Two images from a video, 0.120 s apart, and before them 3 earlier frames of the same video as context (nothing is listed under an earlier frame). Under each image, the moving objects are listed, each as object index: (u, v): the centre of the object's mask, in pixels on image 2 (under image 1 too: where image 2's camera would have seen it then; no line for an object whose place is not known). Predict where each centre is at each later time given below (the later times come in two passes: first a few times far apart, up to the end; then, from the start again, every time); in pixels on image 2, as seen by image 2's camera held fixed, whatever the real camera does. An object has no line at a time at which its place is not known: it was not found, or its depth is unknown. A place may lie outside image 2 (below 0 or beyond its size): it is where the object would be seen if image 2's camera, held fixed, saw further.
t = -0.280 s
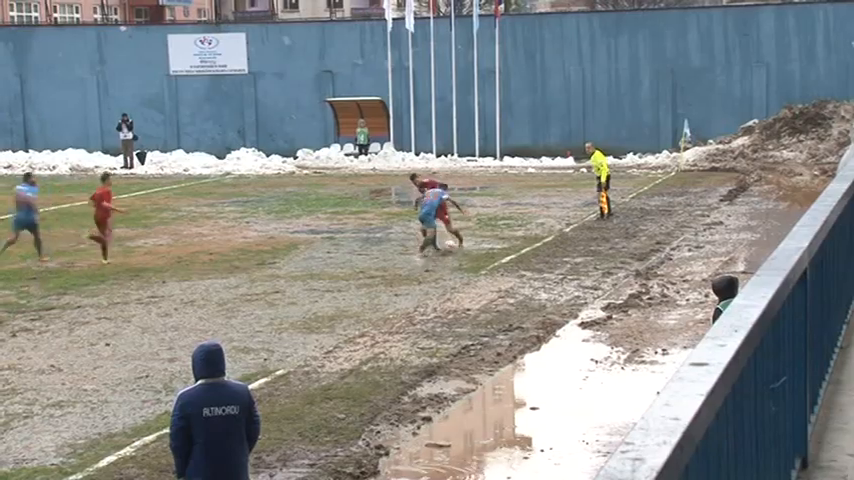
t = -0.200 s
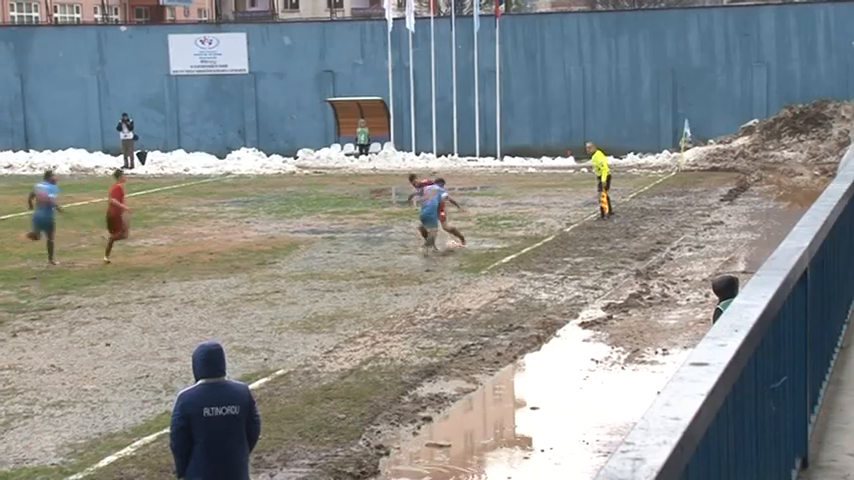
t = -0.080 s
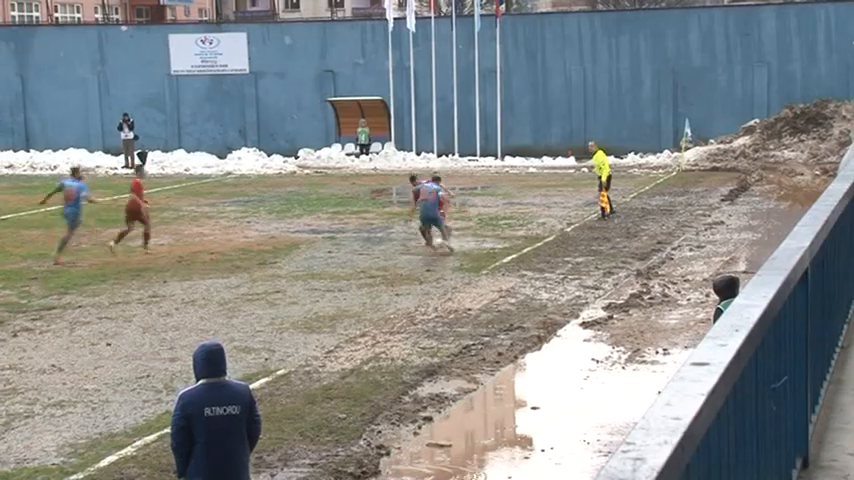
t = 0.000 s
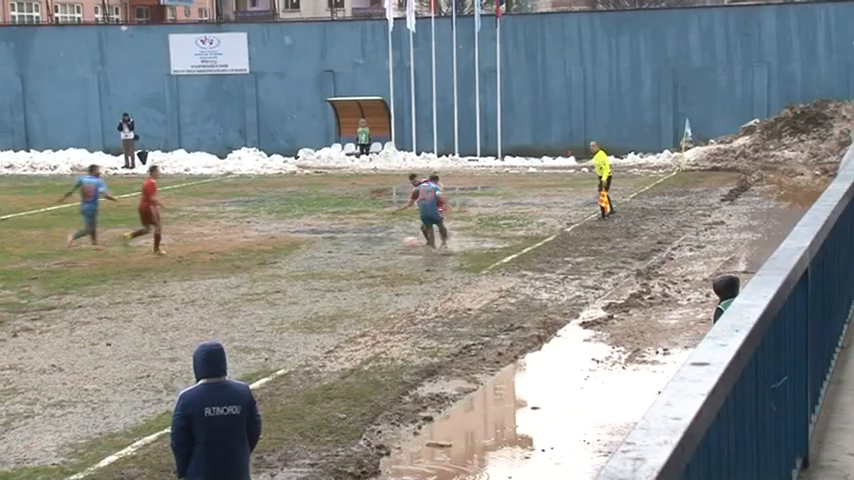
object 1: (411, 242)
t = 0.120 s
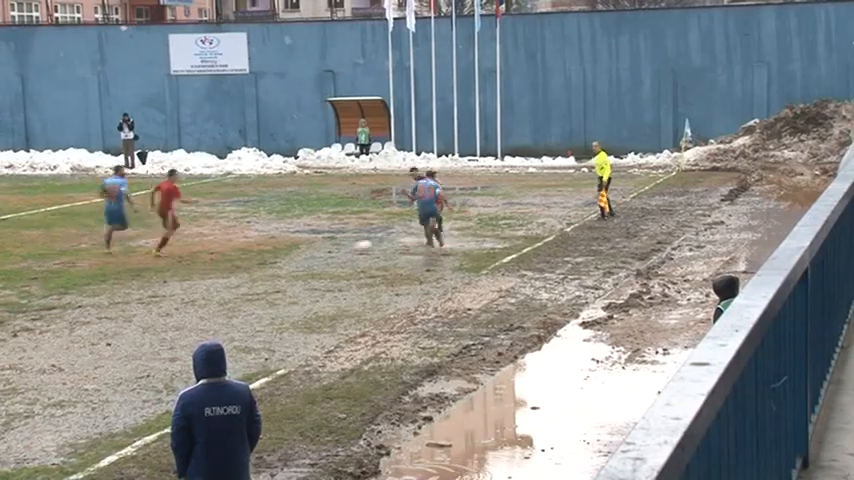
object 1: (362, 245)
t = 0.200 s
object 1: (332, 251)
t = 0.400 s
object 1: (248, 275)
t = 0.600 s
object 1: (166, 289)
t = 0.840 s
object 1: (83, 302)
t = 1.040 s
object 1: (36, 309)
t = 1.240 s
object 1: (1, 314)
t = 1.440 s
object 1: (-29, 319)
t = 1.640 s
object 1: (-55, 324)
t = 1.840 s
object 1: (-79, 328)
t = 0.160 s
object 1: (347, 248)
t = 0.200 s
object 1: (332, 251)
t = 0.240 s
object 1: (315, 257)
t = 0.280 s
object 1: (298, 264)
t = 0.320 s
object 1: (280, 271)
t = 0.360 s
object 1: (265, 275)
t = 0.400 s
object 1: (248, 275)
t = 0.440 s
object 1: (232, 277)
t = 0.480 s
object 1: (215, 280)
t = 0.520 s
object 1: (199, 285)
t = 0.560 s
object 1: (182, 287)
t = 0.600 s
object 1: (166, 289)
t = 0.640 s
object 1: (152, 292)
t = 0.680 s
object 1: (137, 292)
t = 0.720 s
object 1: (123, 295)
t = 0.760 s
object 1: (109, 298)
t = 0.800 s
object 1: (97, 300)
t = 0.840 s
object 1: (83, 302)
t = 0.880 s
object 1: (71, 304)
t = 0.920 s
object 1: (61, 305)
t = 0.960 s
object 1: (50, 307)
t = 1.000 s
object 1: (42, 308)
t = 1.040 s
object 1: (36, 309)
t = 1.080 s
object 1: (27, 309)
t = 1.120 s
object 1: (20, 312)
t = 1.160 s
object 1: (13, 312)
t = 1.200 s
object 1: (7, 313)
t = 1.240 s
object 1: (1, 314)
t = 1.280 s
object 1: (-5, 316)
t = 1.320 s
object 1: (-10, 316)
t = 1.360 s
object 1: (-16, 317)
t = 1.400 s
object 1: (-23, 318)
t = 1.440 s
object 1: (-29, 319)
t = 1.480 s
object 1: (-34, 320)
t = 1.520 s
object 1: (-40, 321)
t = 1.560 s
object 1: (-46, 322)
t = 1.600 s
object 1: (-51, 324)
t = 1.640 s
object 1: (-55, 324)
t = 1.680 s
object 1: (-61, 325)
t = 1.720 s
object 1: (-66, 325)
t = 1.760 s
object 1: (-71, 326)
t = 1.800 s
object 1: (-74, 327)
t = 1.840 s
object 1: (-79, 328)
